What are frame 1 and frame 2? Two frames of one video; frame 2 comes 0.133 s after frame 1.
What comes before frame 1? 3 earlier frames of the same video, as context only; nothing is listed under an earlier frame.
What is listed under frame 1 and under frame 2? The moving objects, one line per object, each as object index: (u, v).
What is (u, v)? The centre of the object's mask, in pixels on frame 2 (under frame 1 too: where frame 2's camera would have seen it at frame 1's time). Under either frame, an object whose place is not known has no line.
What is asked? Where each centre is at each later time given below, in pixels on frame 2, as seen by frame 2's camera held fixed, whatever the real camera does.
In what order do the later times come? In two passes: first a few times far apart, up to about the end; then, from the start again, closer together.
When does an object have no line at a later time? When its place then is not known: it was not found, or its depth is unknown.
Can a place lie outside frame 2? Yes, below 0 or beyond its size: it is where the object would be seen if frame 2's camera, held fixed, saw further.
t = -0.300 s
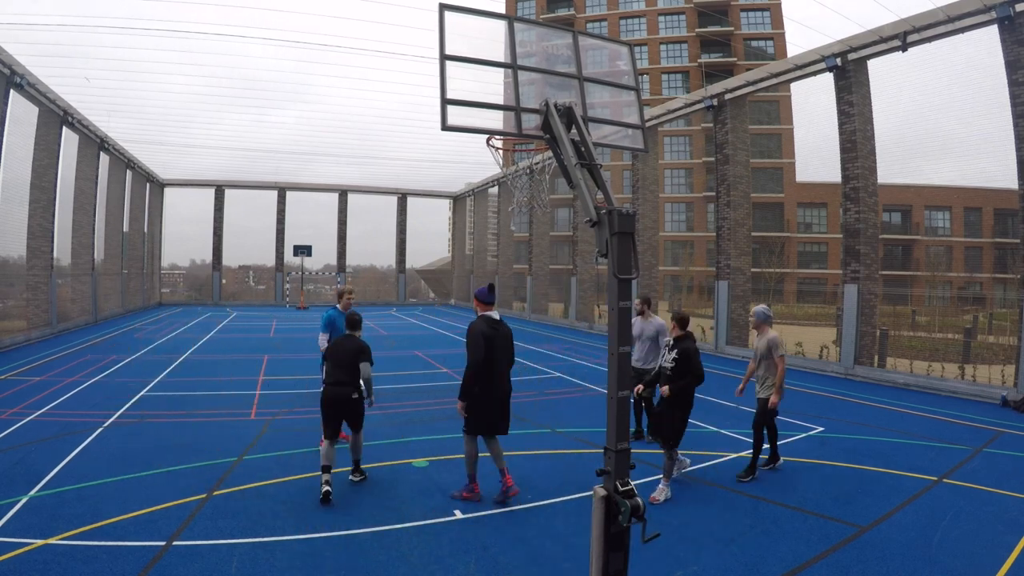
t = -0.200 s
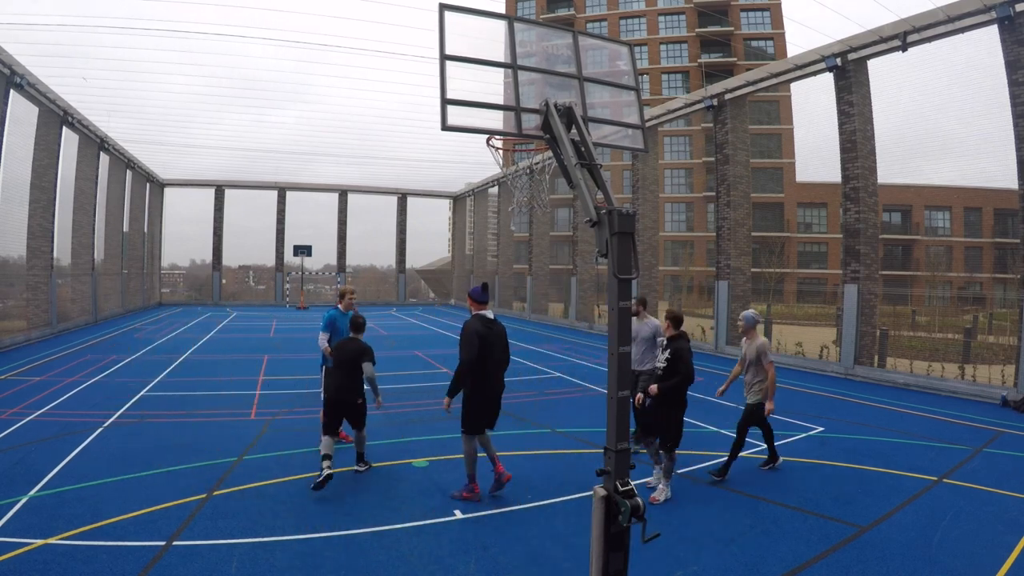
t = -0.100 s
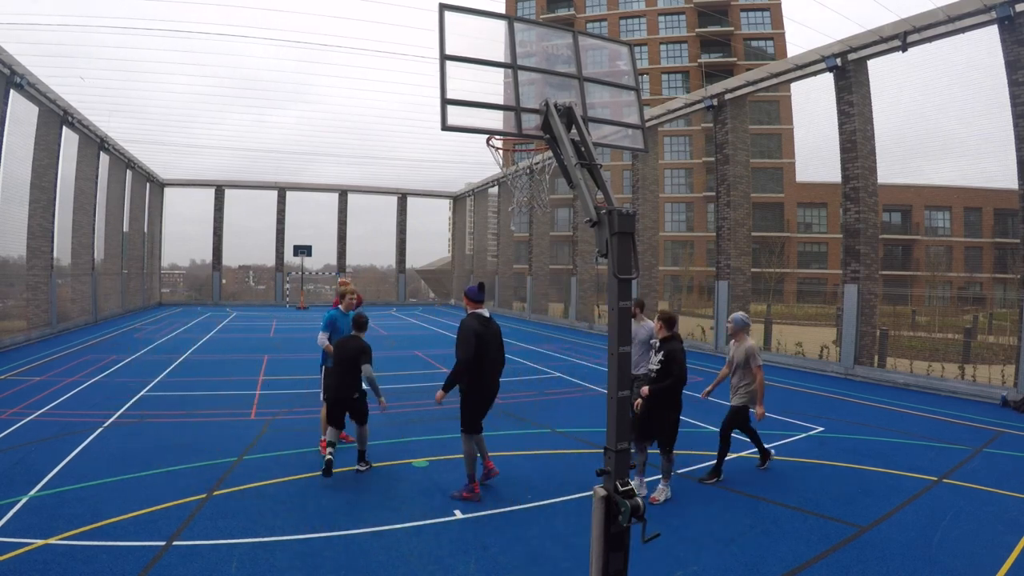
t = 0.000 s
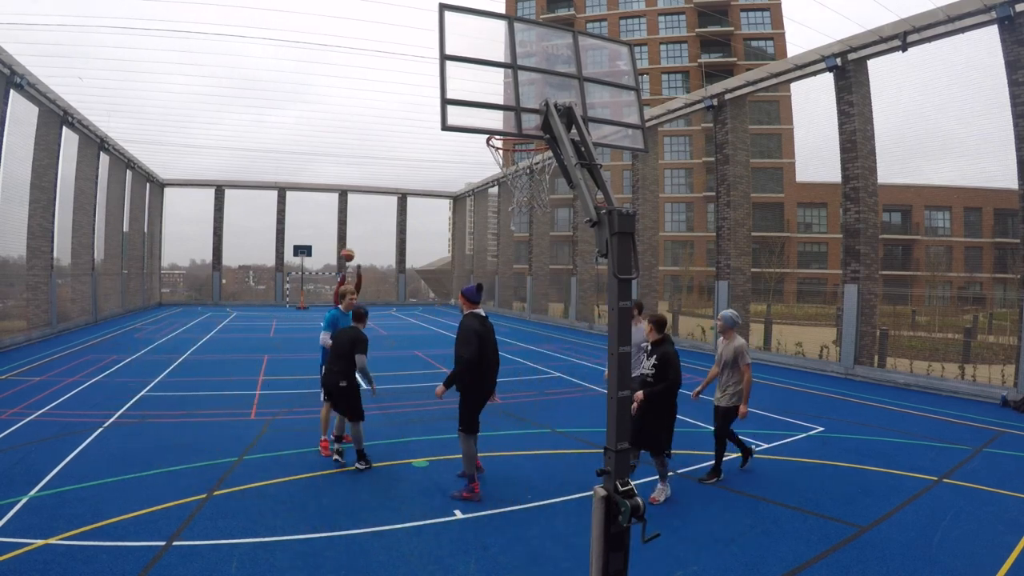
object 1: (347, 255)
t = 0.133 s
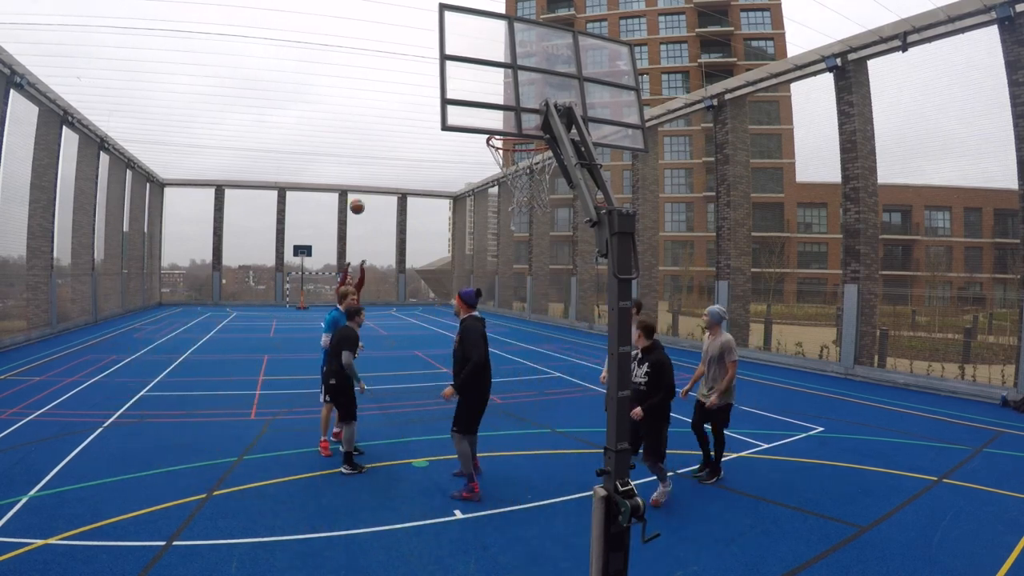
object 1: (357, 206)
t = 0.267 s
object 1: (369, 162)
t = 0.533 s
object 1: (400, 90)
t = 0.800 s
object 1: (450, 51)
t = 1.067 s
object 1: (535, 91)
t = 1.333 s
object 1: (537, 219)
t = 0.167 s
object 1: (359, 195)
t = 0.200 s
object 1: (363, 184)
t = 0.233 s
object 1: (366, 172)
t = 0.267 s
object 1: (369, 162)
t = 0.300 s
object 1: (372, 151)
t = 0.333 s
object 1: (375, 141)
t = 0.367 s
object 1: (379, 131)
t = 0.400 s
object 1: (383, 122)
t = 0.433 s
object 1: (387, 113)
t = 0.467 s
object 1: (391, 105)
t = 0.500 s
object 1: (396, 97)
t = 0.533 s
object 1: (400, 90)
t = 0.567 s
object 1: (406, 83)
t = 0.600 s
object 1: (411, 76)
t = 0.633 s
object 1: (416, 70)
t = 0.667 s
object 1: (422, 65)
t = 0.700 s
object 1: (428, 61)
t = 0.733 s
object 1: (431, 58)
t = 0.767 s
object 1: (438, 53)
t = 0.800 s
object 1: (450, 51)
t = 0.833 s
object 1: (458, 47)
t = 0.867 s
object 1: (466, 48)
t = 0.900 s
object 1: (475, 53)
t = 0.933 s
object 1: (485, 57)
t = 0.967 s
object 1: (494, 65)
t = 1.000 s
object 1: (502, 73)
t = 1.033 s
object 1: (521, 83)
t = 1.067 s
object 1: (535, 91)
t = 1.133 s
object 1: (527, 138)
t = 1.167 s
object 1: (518, 154)
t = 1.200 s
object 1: (522, 164)
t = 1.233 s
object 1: (526, 178)
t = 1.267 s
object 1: (530, 190)
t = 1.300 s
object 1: (534, 204)
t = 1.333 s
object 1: (537, 219)
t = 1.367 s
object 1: (542, 238)
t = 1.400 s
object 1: (545, 258)
